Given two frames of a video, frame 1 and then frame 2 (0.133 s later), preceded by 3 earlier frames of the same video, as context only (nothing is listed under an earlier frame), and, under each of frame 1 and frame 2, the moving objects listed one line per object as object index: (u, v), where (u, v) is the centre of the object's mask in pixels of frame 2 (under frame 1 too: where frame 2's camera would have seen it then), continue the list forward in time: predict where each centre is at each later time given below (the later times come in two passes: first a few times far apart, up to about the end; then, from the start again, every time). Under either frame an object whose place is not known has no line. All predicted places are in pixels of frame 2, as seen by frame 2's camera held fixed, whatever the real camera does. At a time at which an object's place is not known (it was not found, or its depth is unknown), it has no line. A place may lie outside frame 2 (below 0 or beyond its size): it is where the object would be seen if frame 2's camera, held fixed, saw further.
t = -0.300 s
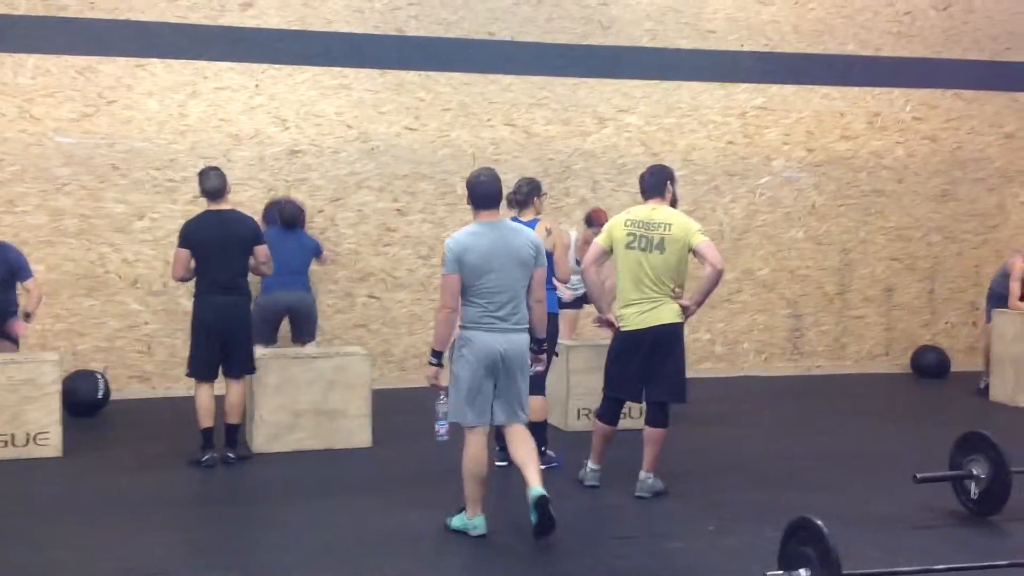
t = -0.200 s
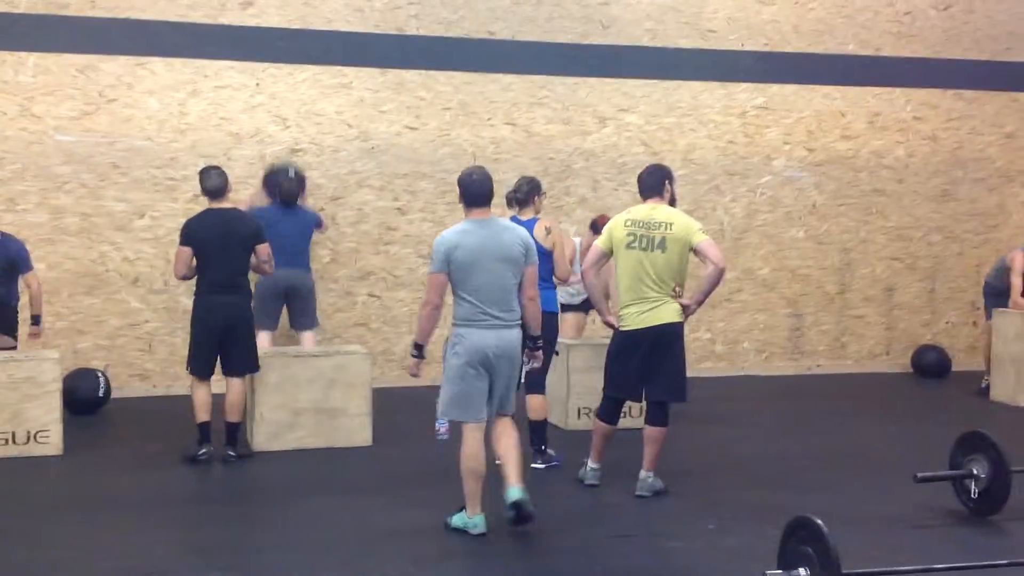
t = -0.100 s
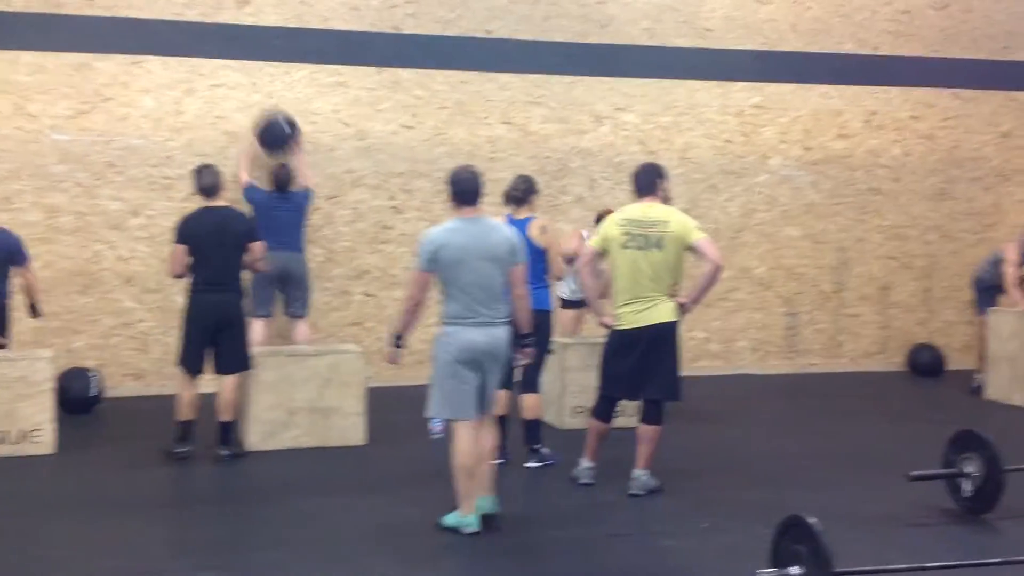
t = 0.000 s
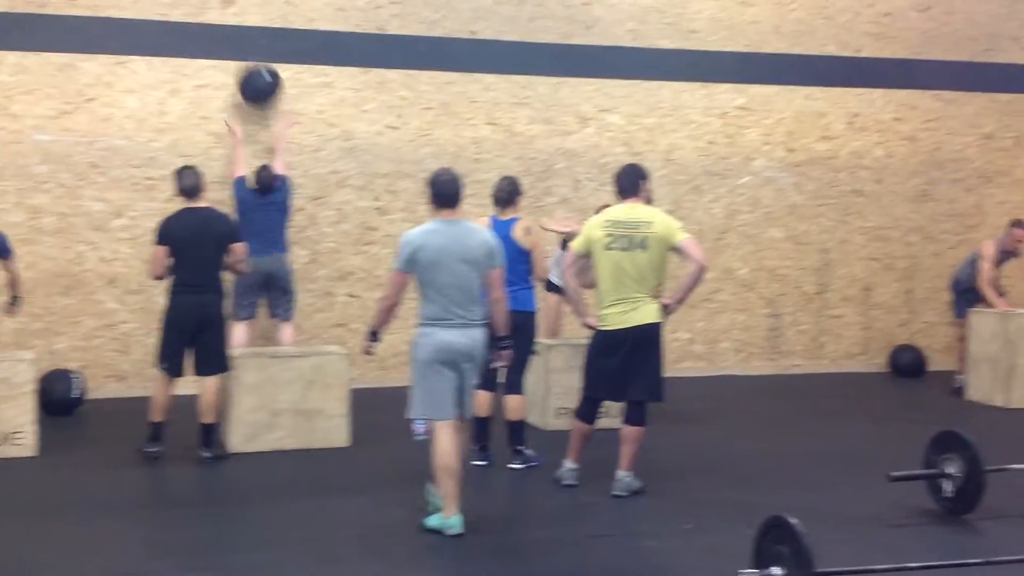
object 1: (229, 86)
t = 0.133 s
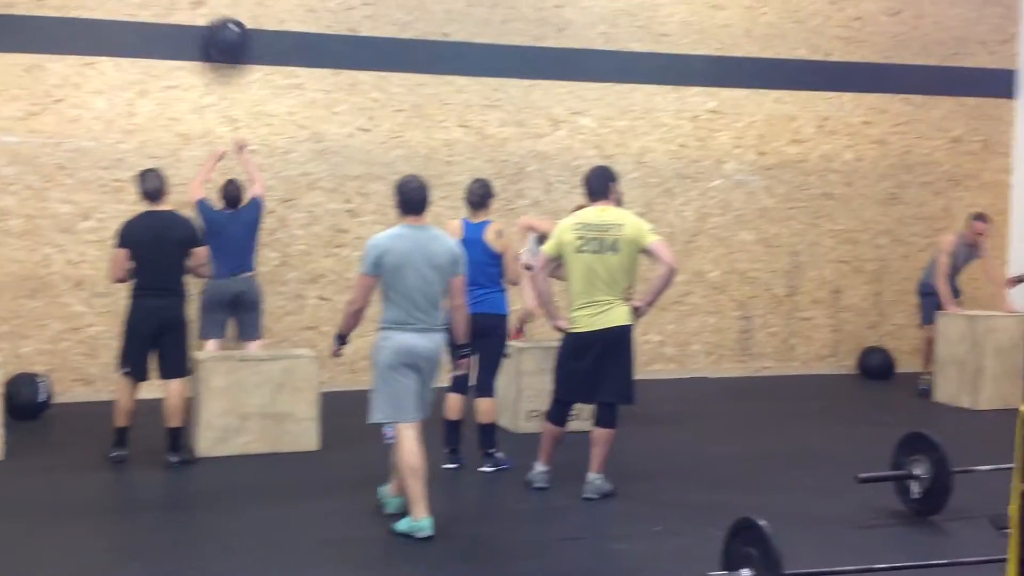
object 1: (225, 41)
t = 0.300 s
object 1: (225, 19)
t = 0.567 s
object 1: (231, 42)
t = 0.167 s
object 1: (225, 36)
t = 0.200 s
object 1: (225, 29)
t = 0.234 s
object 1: (225, 23)
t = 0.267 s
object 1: (225, 20)
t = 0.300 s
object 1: (225, 19)
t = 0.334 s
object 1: (225, 18)
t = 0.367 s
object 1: (226, 17)
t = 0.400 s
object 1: (227, 19)
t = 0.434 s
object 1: (228, 21)
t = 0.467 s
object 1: (229, 24)
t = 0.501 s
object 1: (229, 31)
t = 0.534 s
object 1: (230, 37)
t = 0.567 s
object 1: (231, 42)
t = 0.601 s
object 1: (232, 50)
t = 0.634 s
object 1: (233, 60)
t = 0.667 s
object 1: (235, 72)
